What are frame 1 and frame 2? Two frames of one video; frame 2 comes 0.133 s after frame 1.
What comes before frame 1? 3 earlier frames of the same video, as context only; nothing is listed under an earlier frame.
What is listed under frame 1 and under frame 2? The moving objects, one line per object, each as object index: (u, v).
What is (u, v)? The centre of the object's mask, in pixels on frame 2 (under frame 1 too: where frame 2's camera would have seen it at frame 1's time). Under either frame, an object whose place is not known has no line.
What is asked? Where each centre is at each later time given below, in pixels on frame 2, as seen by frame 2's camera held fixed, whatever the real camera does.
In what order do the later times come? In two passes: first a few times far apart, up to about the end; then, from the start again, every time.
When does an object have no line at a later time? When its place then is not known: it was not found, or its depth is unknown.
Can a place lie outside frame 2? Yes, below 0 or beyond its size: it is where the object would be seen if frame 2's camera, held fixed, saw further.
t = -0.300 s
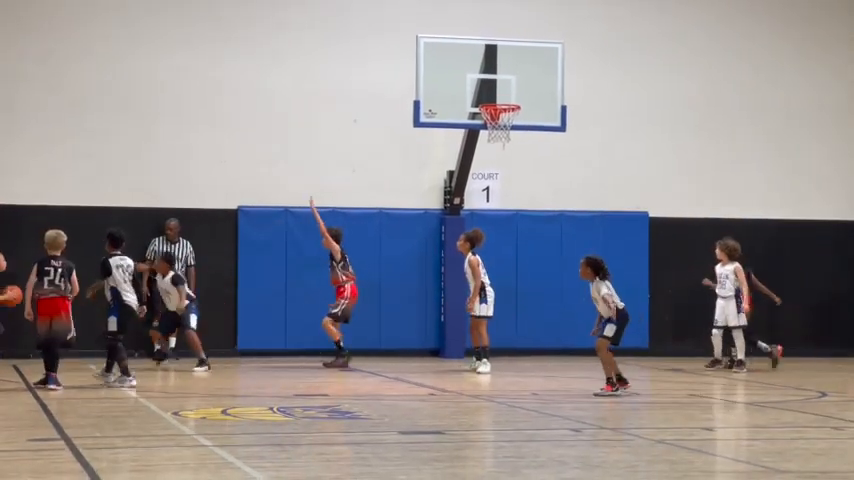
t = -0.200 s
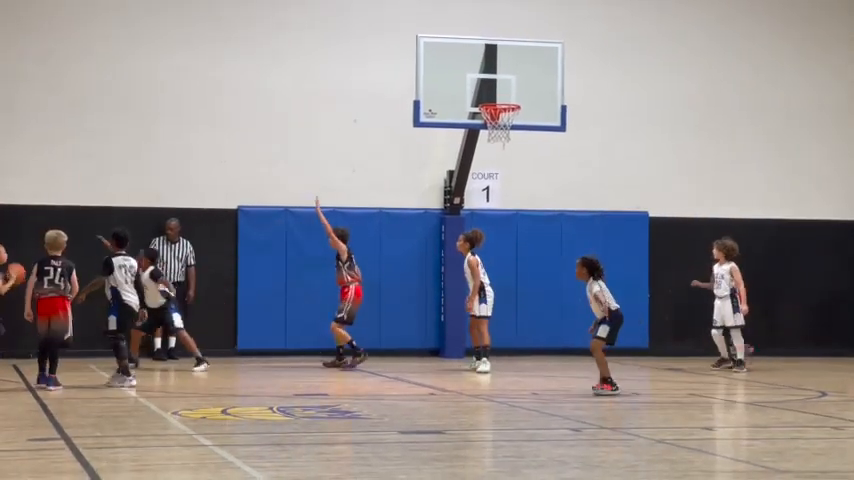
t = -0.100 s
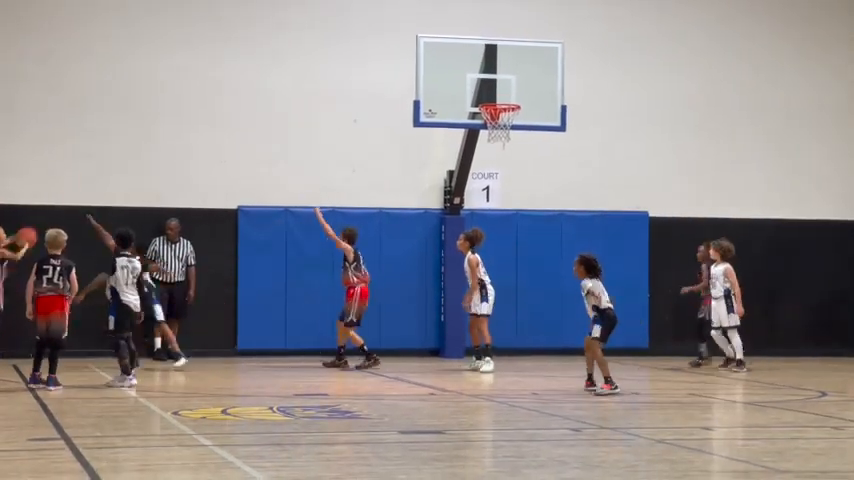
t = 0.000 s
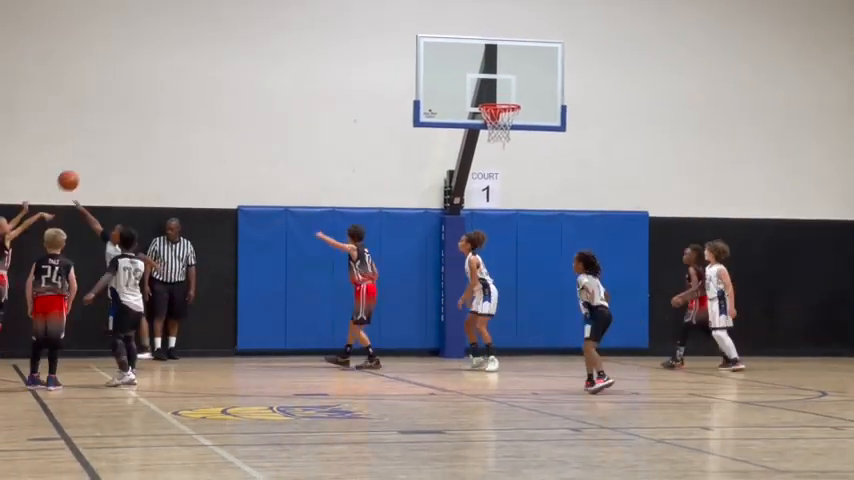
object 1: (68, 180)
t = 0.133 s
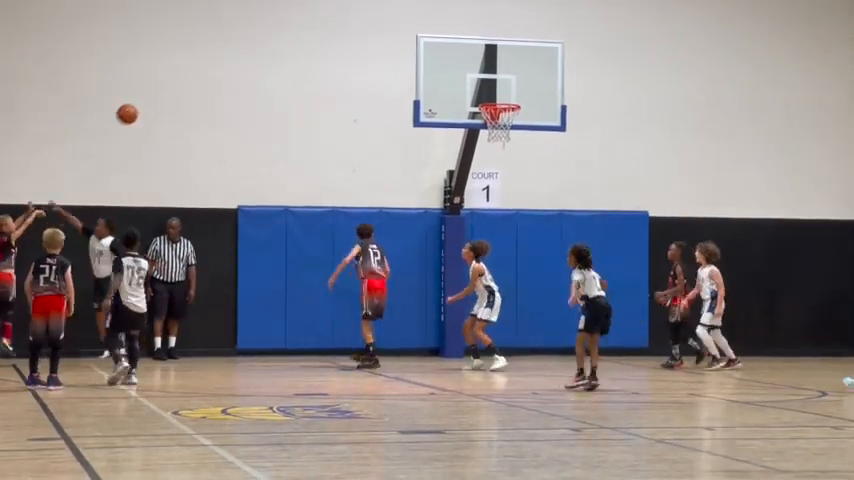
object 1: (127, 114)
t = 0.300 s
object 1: (198, 54)
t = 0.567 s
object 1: (308, 10)
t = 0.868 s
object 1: (426, 31)
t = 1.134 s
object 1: (508, 95)
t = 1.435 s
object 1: (444, 69)
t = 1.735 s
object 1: (401, 113)
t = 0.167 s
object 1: (141, 100)
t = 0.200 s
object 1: (156, 87)
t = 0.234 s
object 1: (170, 75)
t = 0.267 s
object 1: (184, 64)
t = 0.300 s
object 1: (198, 54)
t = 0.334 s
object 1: (212, 45)
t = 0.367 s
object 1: (226, 37)
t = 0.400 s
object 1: (240, 30)
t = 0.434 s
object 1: (254, 24)
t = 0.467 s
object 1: (267, 20)
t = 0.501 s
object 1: (281, 16)
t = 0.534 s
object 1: (295, 12)
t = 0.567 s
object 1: (308, 10)
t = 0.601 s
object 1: (322, 9)
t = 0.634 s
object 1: (335, 9)
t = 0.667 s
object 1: (348, 9)
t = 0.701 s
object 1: (361, 10)
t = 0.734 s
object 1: (374, 13)
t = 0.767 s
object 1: (387, 16)
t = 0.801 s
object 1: (400, 20)
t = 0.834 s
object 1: (413, 25)
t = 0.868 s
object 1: (426, 31)
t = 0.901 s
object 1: (438, 38)
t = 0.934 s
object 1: (451, 46)
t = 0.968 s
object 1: (463, 55)
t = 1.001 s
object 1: (476, 64)
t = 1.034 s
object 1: (488, 75)
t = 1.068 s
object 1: (501, 86)
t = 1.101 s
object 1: (514, 98)
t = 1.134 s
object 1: (508, 95)
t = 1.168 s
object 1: (499, 89)
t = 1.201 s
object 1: (490, 84)
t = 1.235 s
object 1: (481, 80)
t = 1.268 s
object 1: (471, 76)
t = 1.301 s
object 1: (462, 74)
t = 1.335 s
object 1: (458, 71)
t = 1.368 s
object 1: (453, 69)
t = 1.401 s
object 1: (448, 68)
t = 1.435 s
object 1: (444, 69)
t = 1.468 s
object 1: (439, 70)
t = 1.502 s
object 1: (435, 72)
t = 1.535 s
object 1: (430, 75)
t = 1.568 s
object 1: (426, 79)
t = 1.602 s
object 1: (421, 84)
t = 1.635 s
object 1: (416, 89)
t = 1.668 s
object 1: (411, 96)
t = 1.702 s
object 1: (406, 104)
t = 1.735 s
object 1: (401, 113)
